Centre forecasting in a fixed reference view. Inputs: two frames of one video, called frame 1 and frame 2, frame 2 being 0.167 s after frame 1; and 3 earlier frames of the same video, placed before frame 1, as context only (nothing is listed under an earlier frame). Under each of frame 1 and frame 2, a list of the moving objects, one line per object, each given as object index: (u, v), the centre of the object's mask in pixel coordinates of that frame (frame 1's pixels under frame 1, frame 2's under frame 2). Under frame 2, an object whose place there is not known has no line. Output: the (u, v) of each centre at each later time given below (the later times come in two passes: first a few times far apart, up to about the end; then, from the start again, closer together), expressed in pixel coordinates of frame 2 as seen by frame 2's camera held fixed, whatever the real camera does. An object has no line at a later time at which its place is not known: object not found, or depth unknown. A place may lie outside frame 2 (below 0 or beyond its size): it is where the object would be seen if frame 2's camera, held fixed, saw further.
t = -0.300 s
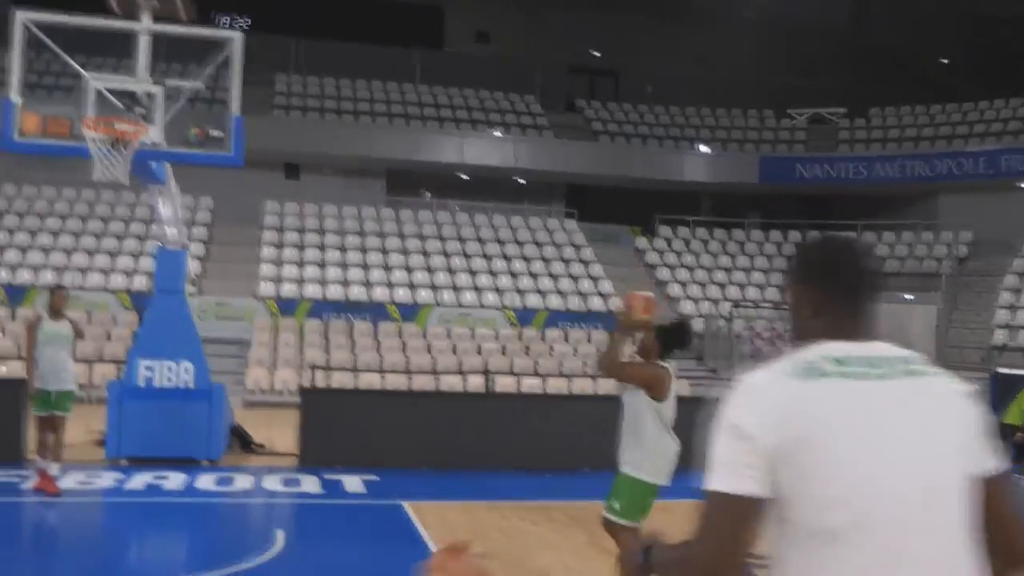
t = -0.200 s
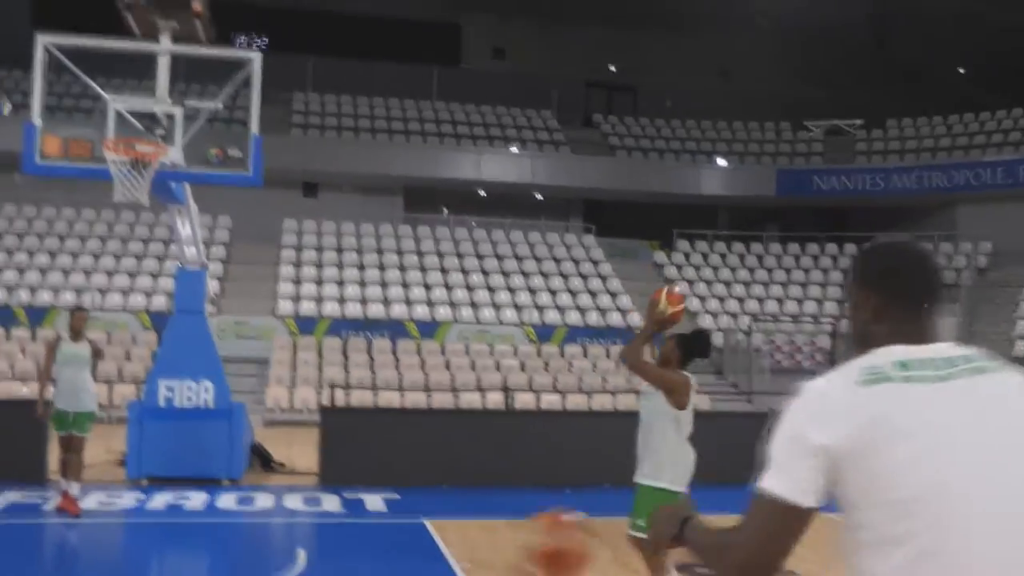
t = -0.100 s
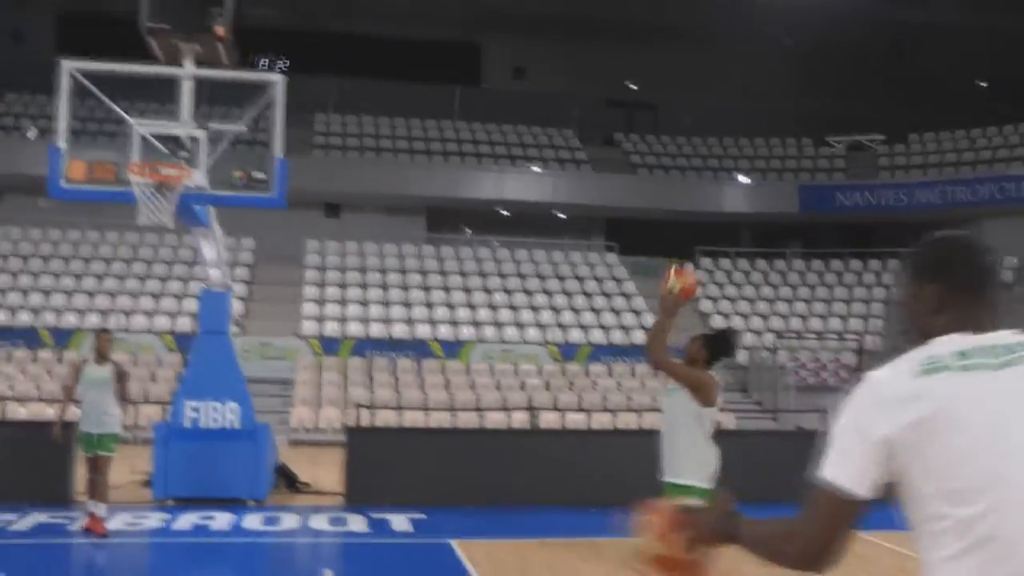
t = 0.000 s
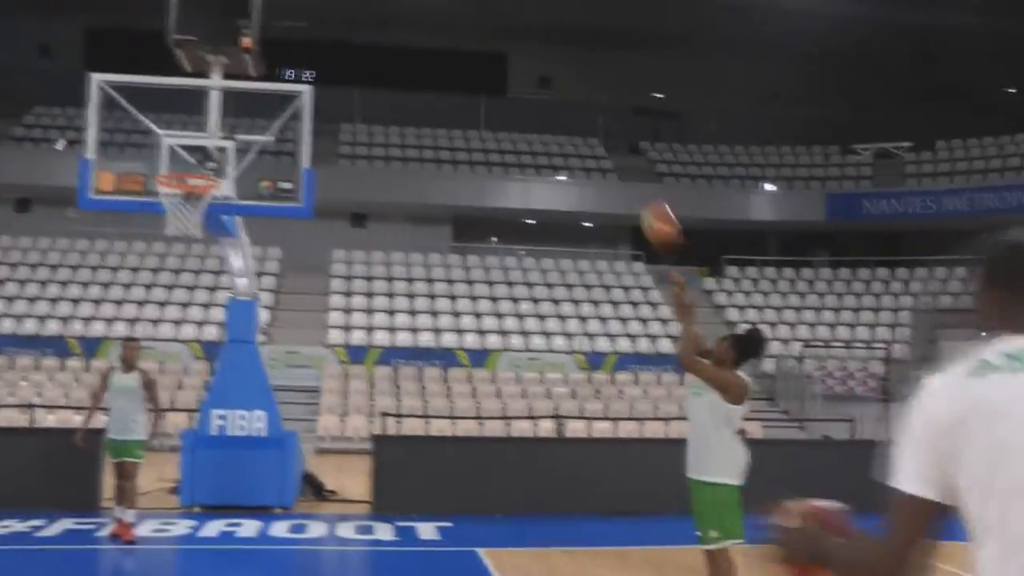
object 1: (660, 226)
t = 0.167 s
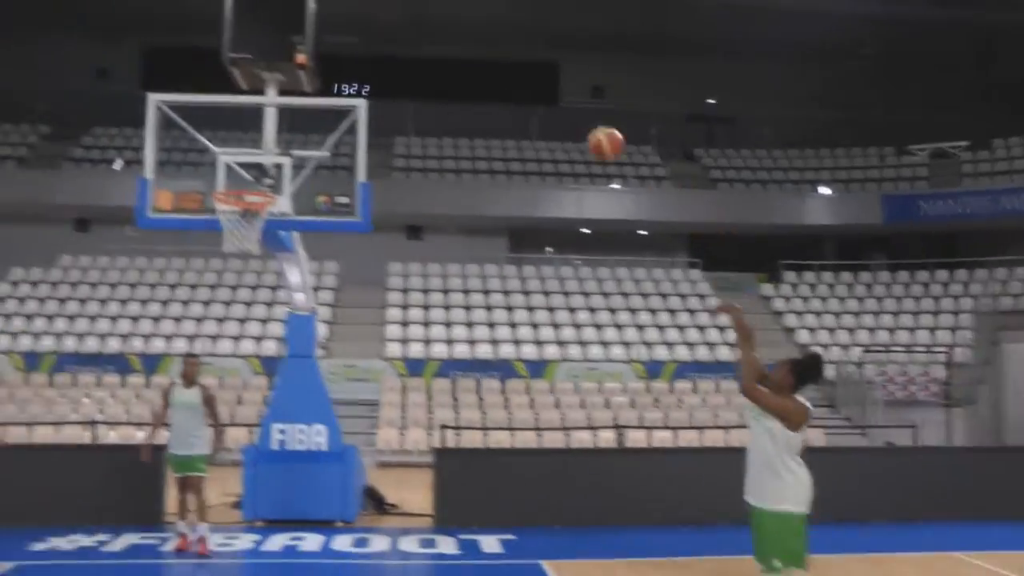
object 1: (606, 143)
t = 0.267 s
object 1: (543, 113)
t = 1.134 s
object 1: (272, 344)
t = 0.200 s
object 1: (584, 130)
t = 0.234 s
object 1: (565, 121)
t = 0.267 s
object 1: (543, 113)
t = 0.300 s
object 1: (522, 105)
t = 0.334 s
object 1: (505, 100)
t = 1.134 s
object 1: (272, 344)
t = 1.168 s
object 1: (275, 370)
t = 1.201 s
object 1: (278, 399)
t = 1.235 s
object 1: (280, 424)
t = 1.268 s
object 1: (284, 458)
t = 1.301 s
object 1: (288, 491)
